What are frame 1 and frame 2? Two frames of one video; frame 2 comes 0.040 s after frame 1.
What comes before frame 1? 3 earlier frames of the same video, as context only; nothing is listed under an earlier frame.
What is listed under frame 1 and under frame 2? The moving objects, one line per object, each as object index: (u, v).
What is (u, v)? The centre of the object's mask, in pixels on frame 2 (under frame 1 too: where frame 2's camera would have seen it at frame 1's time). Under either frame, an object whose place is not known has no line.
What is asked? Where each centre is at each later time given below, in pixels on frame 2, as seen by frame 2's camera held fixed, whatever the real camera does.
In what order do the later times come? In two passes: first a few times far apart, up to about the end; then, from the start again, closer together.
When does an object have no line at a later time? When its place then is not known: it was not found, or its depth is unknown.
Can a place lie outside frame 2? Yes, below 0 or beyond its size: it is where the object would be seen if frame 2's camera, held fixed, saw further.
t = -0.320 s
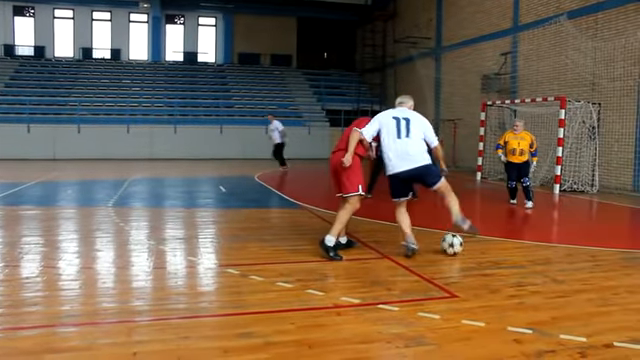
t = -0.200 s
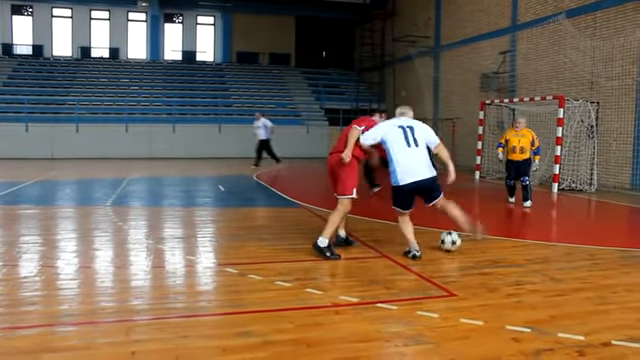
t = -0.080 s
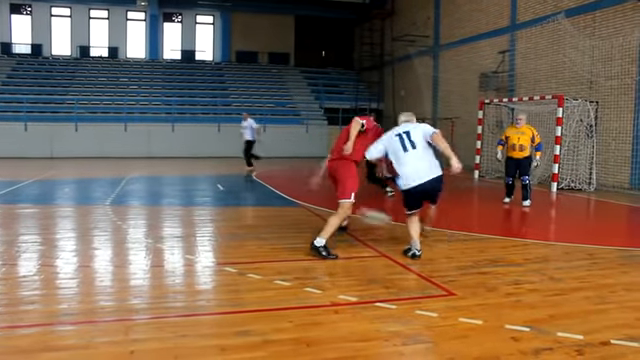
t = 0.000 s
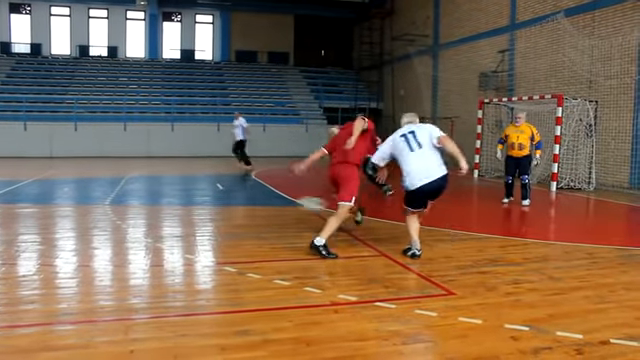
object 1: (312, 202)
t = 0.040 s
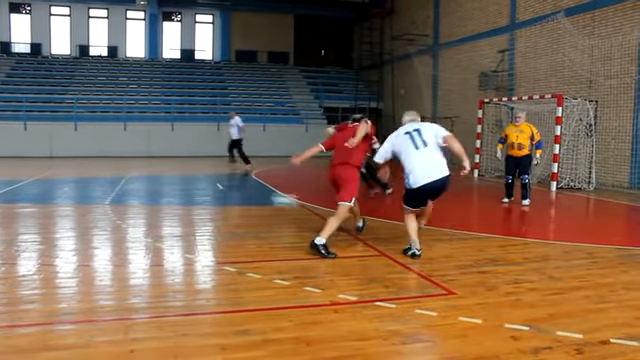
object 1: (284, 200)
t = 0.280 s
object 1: (175, 187)
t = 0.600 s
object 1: (97, 177)
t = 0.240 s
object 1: (188, 189)
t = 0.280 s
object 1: (175, 187)
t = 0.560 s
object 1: (105, 179)
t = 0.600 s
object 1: (97, 177)
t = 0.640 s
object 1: (90, 177)
